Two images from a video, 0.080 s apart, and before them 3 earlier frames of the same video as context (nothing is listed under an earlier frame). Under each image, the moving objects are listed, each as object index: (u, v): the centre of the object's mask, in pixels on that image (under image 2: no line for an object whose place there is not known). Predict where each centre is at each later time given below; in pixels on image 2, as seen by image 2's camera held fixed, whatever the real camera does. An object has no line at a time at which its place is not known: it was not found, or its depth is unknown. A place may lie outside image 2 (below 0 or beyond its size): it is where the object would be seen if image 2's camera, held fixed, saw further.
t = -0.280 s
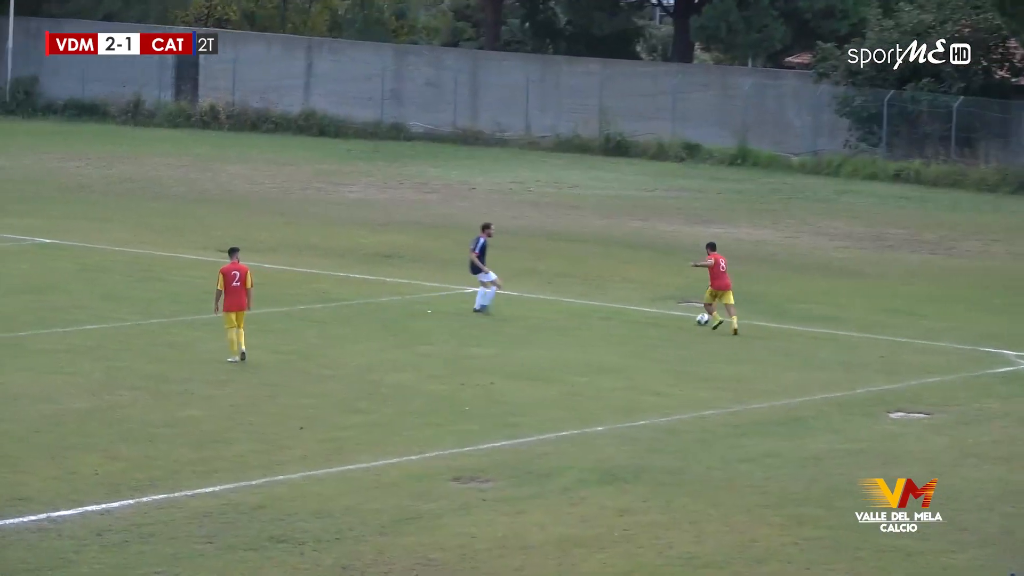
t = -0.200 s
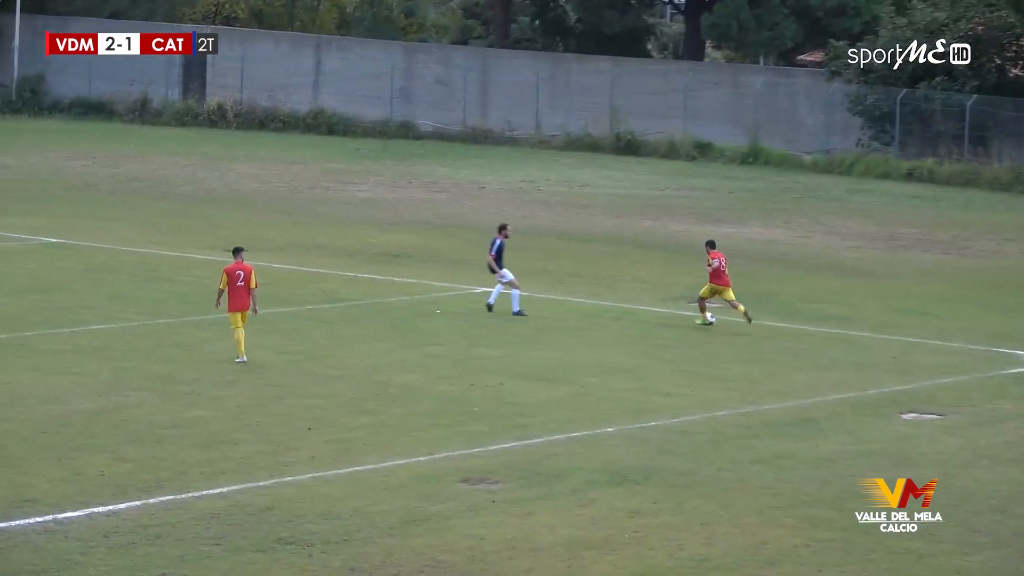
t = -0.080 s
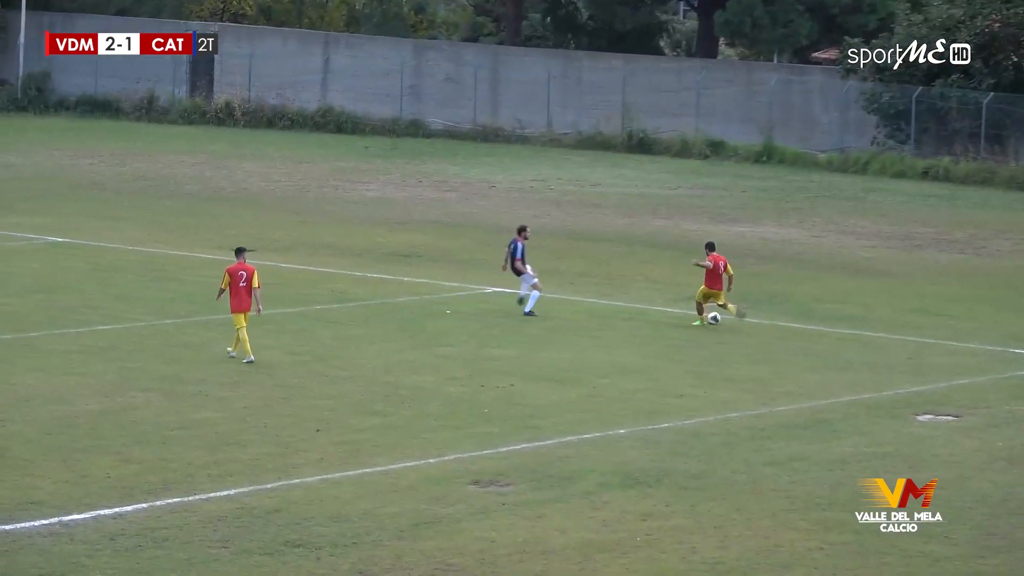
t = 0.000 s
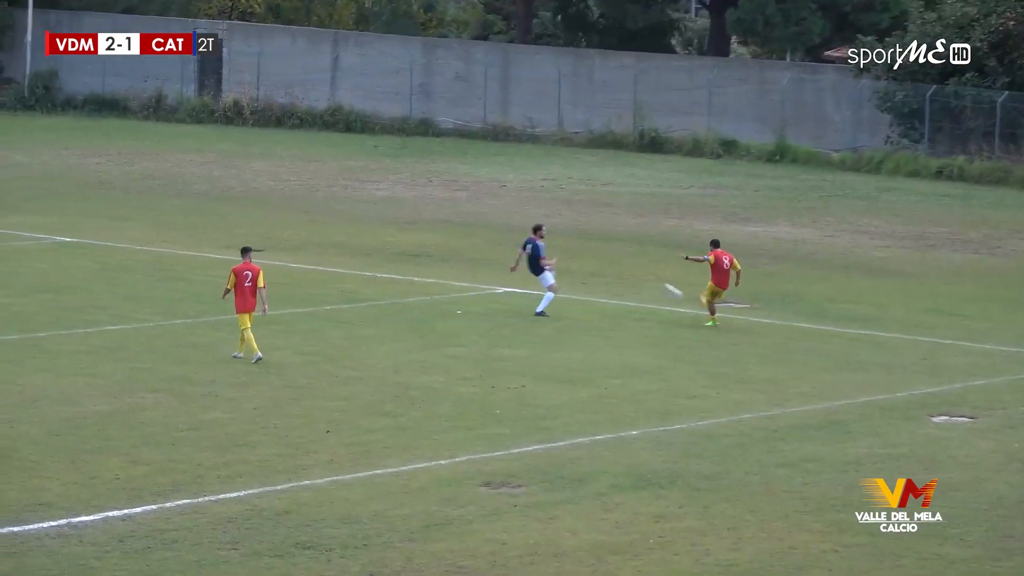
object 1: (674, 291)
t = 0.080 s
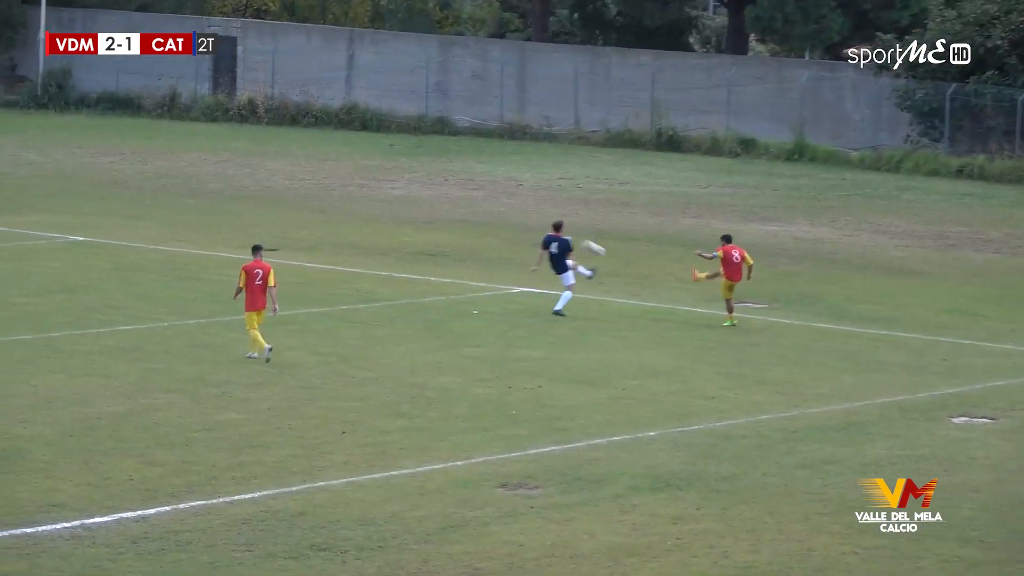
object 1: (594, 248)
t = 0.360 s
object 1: (278, 133)
